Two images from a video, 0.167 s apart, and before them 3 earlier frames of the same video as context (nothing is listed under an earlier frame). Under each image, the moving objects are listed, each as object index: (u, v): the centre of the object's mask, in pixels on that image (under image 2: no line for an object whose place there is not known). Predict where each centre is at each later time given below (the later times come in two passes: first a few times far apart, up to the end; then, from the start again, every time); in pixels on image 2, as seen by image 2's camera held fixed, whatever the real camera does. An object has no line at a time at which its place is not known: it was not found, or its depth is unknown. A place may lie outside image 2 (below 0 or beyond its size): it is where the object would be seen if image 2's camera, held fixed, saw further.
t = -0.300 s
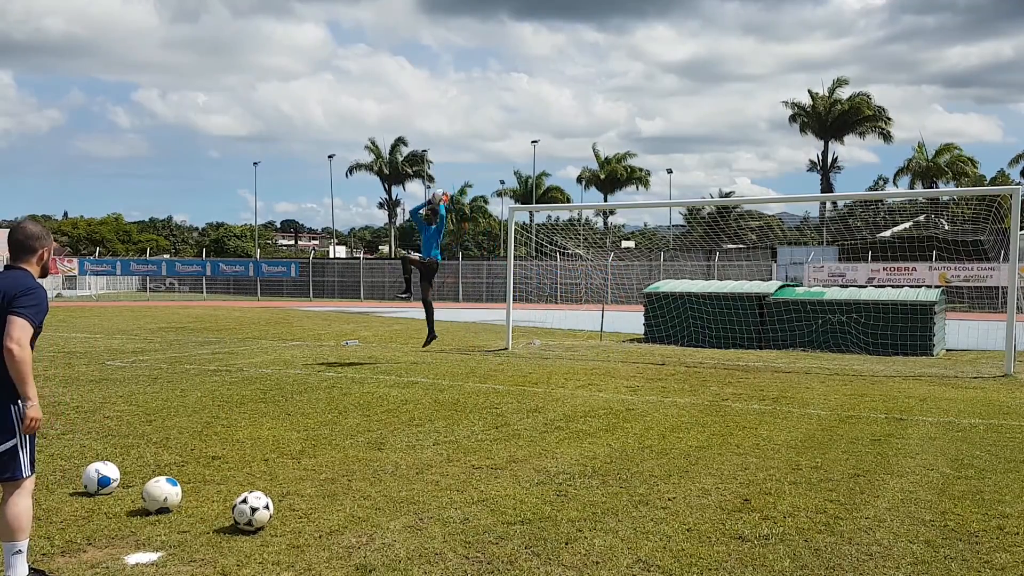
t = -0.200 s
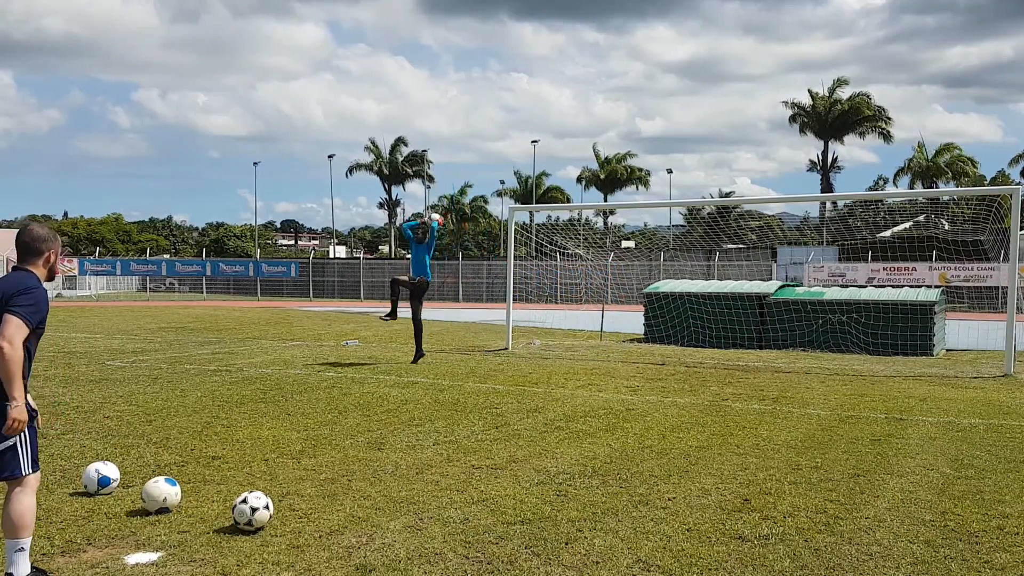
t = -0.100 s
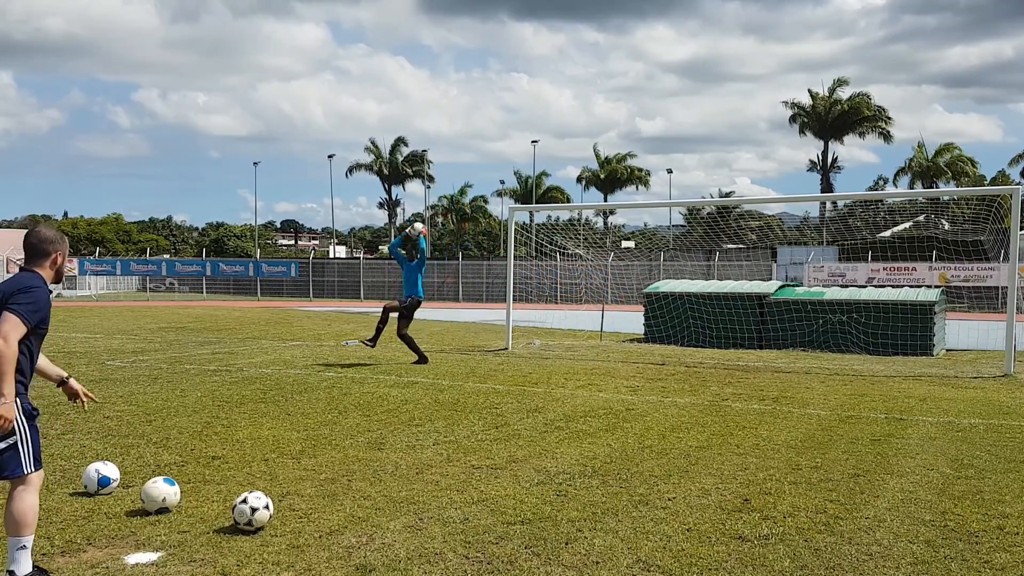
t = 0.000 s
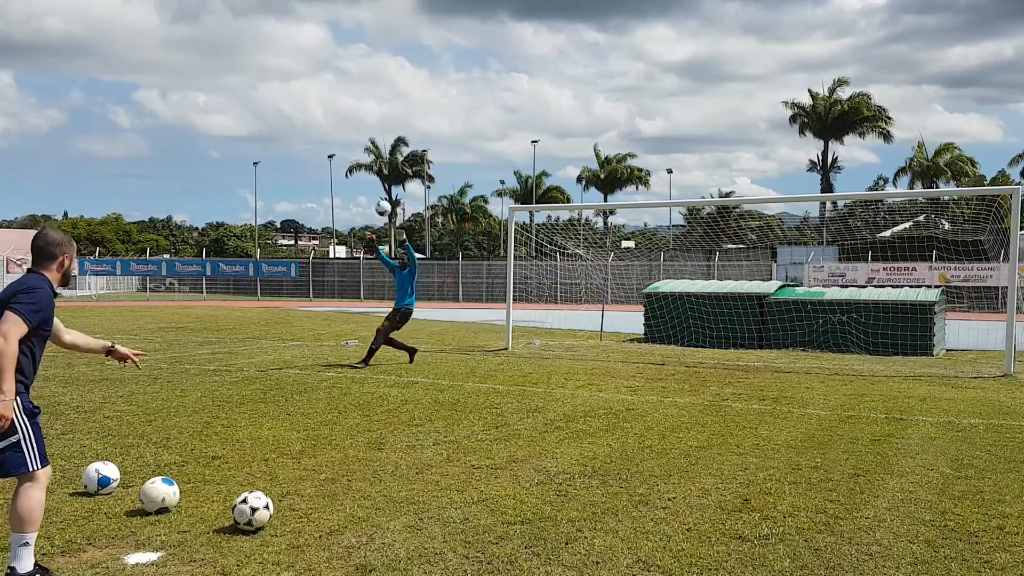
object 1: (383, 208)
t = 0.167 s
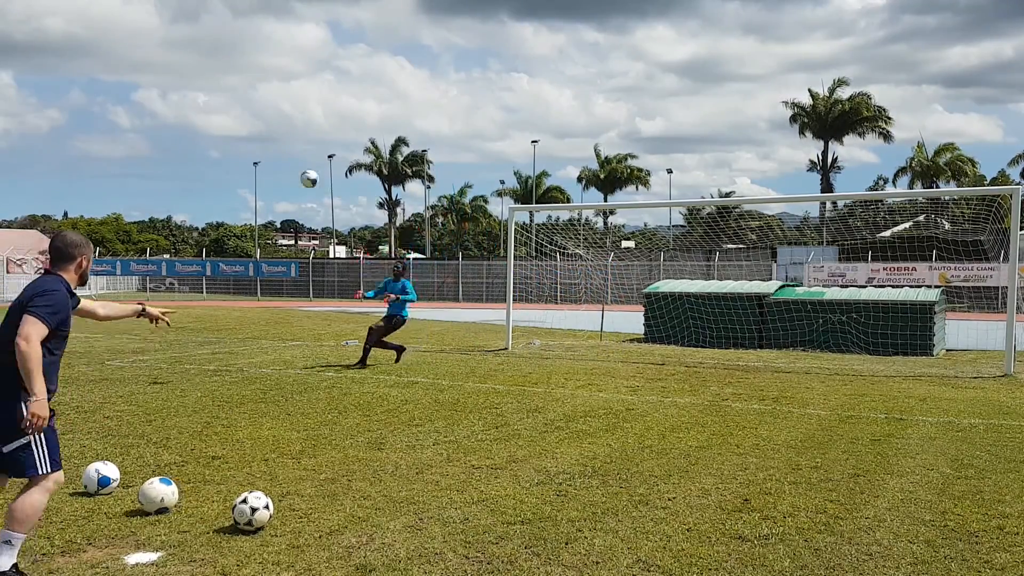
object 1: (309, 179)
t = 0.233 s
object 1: (276, 172)
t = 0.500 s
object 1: (109, 184)
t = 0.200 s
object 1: (293, 175)
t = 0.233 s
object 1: (276, 172)
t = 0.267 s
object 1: (258, 169)
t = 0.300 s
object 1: (239, 168)
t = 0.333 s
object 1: (220, 167)
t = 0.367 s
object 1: (200, 168)
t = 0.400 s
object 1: (178, 170)
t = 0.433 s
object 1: (156, 173)
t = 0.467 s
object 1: (133, 177)
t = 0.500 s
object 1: (109, 184)
